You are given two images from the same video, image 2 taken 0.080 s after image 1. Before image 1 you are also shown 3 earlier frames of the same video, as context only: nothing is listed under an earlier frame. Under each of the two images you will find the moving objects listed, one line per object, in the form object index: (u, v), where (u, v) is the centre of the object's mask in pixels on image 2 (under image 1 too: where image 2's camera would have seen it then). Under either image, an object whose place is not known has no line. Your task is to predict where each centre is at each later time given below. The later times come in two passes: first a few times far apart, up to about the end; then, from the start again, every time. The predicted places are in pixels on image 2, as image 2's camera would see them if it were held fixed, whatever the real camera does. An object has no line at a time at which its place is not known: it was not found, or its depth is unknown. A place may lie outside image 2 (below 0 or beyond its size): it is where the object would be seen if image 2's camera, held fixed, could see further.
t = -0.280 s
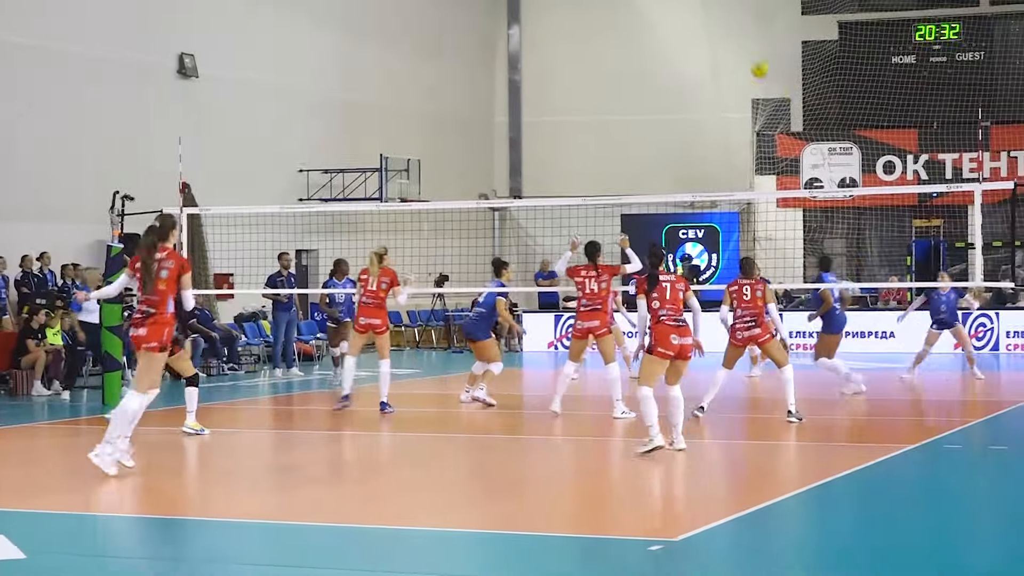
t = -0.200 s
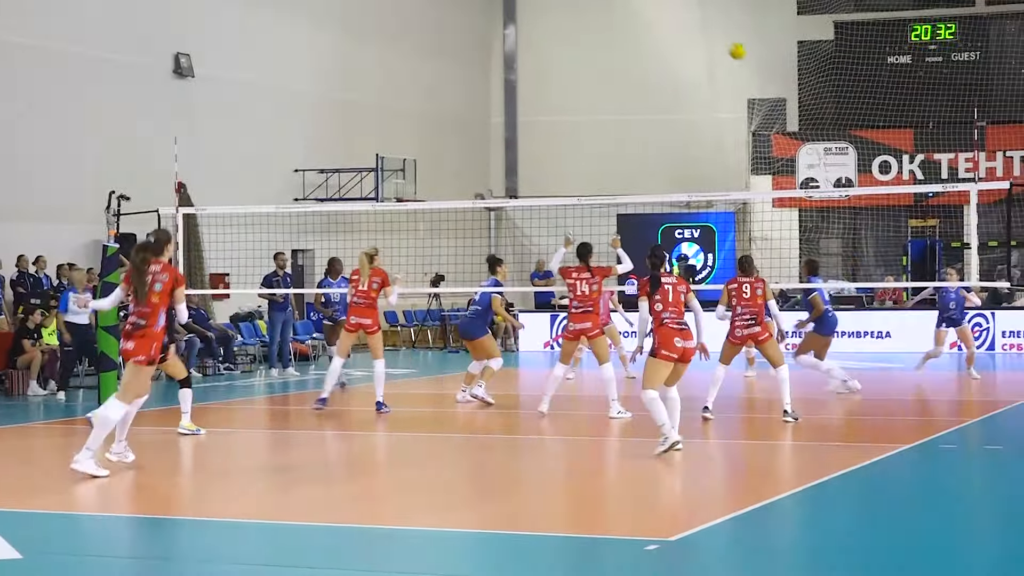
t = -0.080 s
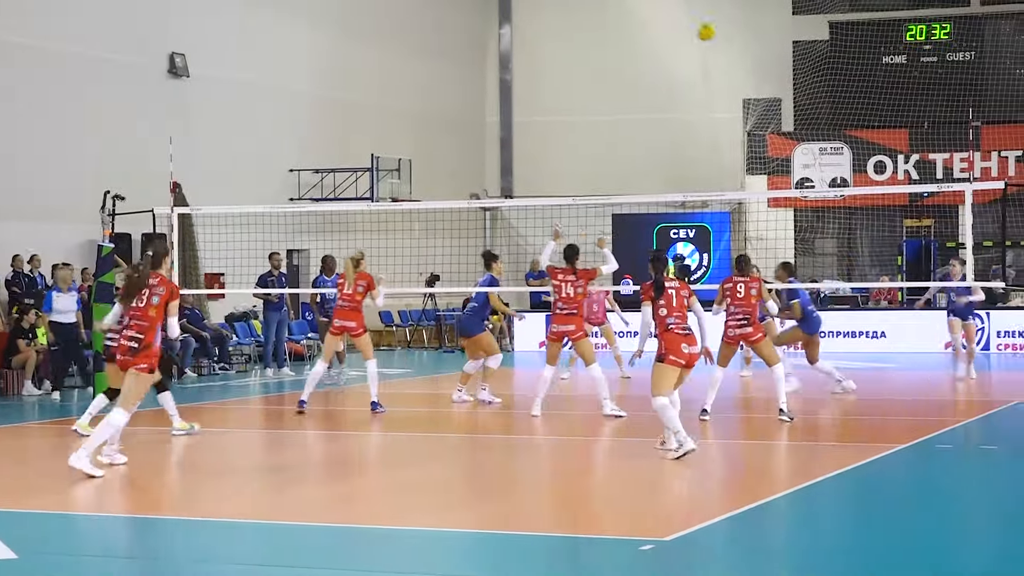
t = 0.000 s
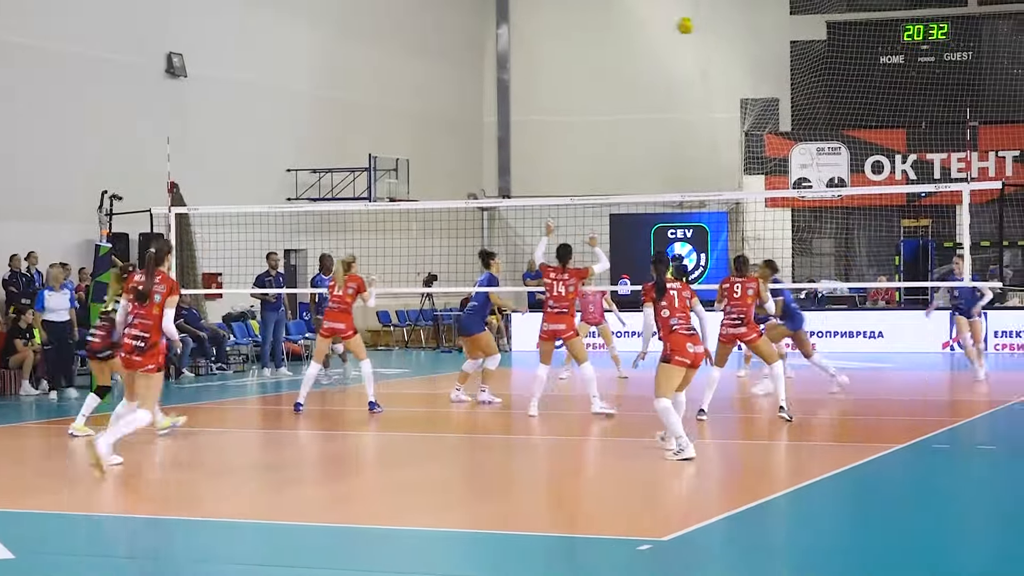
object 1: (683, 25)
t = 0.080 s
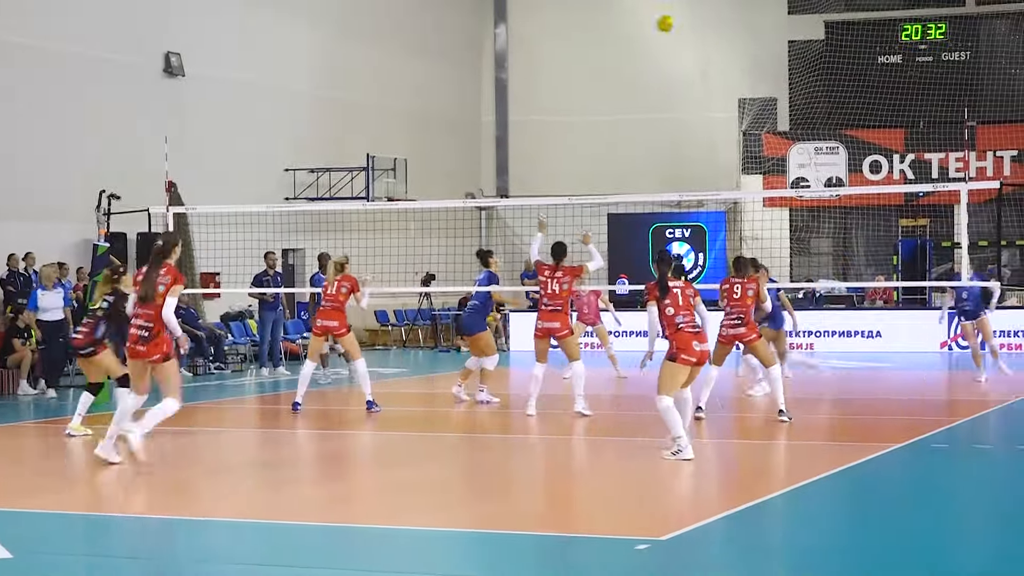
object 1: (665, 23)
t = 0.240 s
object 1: (628, 35)
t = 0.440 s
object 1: (583, 78)
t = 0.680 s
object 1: (526, 173)
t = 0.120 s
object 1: (655, 24)
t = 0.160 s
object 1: (647, 26)
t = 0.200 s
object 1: (638, 31)
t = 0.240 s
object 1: (628, 35)
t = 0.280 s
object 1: (619, 41)
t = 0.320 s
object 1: (609, 48)
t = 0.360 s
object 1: (600, 57)
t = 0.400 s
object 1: (592, 67)
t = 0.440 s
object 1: (583, 78)
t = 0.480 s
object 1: (572, 90)
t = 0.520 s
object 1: (563, 105)
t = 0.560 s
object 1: (556, 119)
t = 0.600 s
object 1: (545, 136)
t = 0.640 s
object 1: (535, 154)
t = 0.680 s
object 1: (526, 173)
